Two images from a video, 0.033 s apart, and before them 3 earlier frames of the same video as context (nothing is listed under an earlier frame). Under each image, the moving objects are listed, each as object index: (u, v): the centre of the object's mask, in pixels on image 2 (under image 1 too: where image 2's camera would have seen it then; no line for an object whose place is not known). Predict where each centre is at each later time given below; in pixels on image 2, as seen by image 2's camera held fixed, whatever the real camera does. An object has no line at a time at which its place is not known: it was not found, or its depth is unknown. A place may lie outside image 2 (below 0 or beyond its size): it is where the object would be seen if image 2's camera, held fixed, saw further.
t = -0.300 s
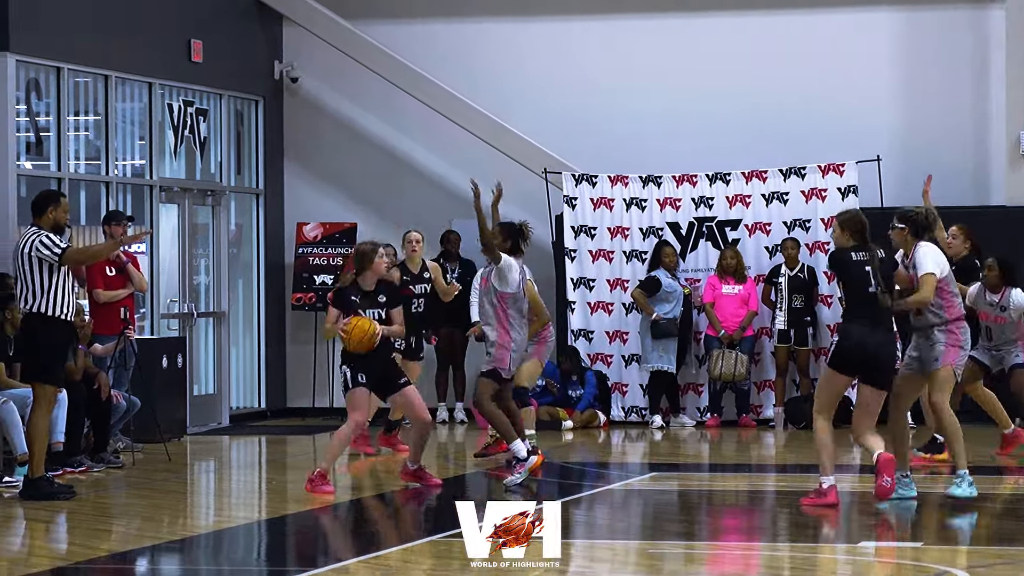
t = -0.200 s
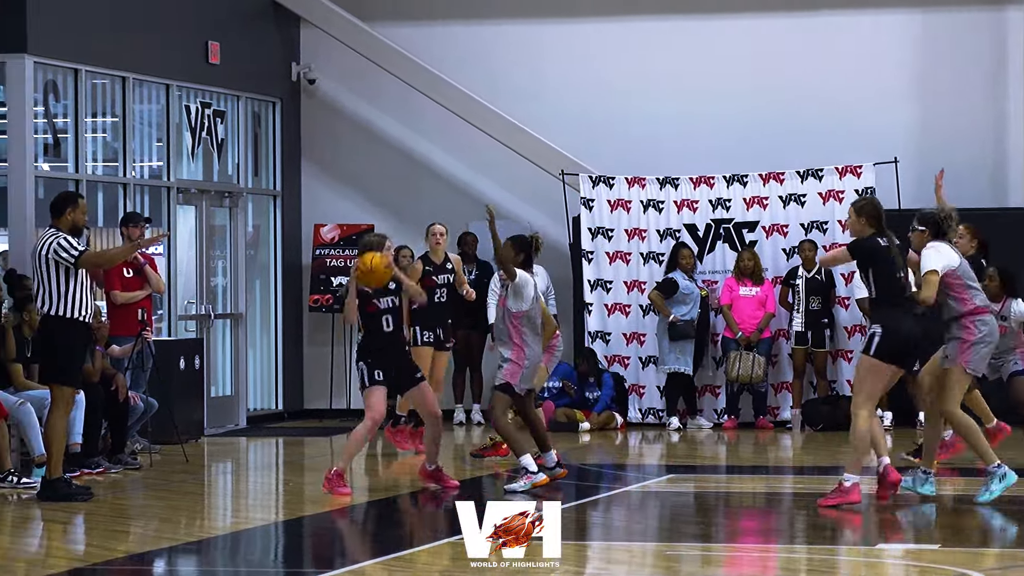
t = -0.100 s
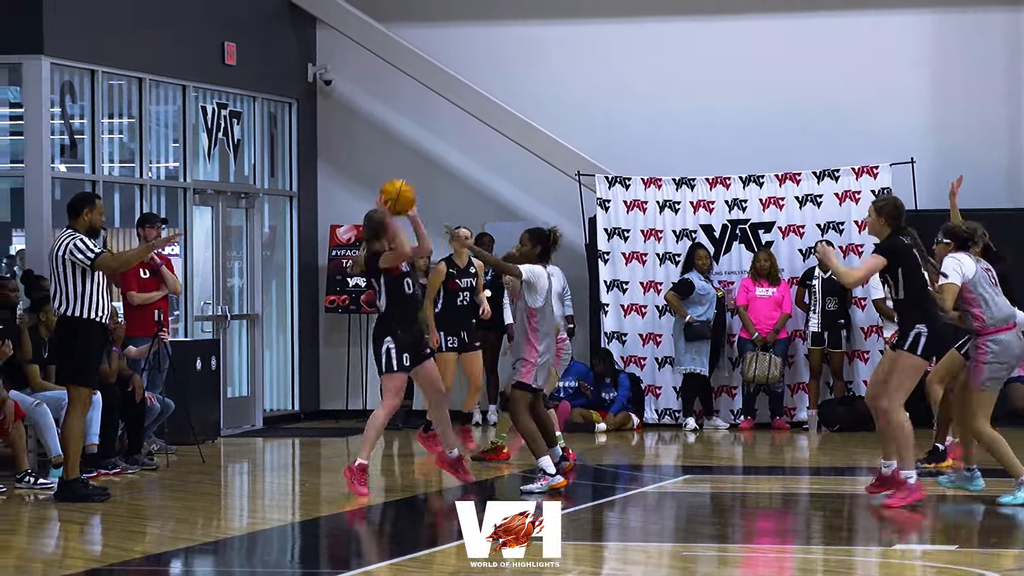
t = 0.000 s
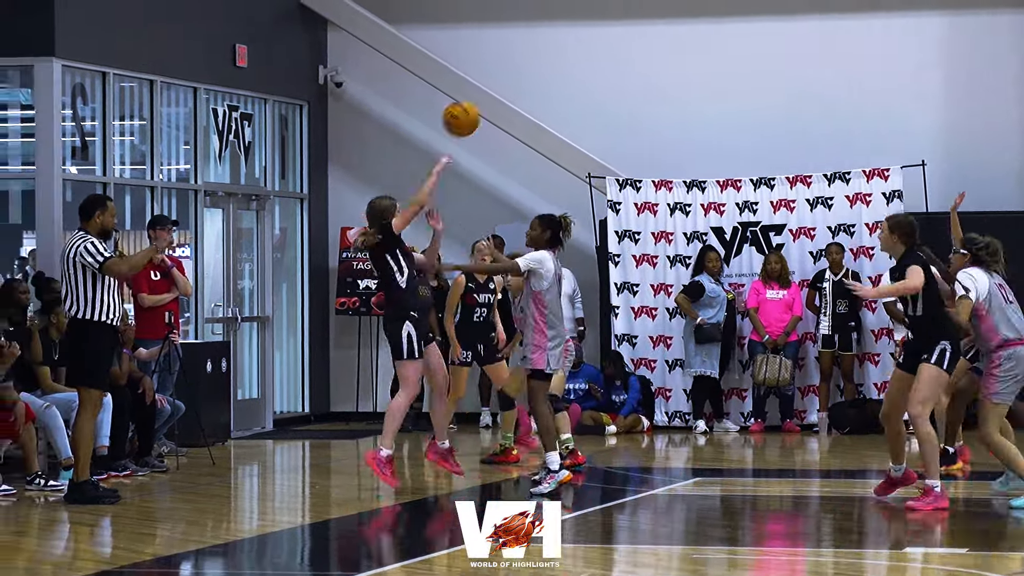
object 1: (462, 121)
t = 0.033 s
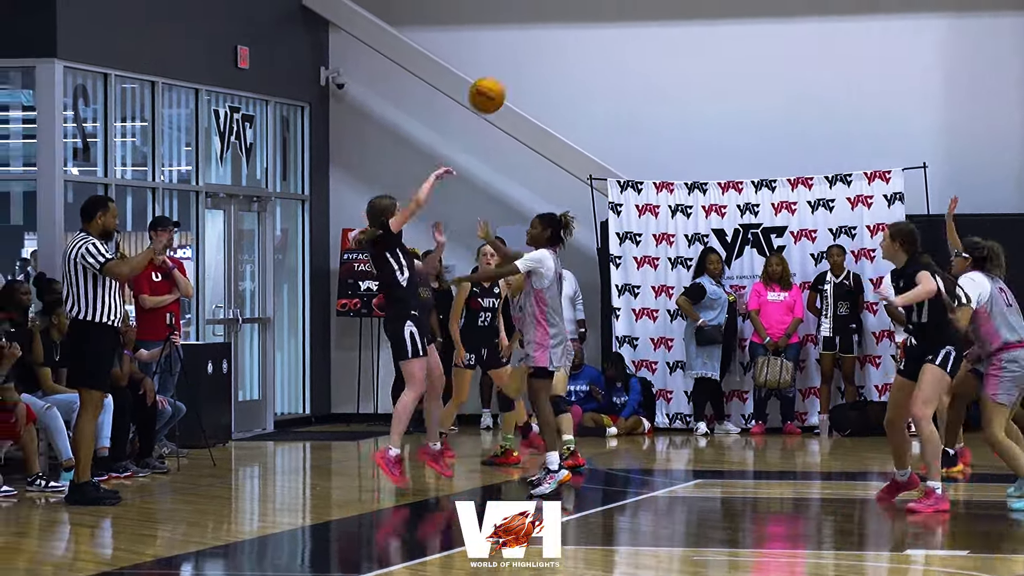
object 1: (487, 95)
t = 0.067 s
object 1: (510, 72)
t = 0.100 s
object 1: (534, 49)
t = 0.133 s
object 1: (558, 29)
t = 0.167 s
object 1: (582, 11)
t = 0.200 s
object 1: (607, -6)
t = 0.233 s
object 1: (630, -23)
